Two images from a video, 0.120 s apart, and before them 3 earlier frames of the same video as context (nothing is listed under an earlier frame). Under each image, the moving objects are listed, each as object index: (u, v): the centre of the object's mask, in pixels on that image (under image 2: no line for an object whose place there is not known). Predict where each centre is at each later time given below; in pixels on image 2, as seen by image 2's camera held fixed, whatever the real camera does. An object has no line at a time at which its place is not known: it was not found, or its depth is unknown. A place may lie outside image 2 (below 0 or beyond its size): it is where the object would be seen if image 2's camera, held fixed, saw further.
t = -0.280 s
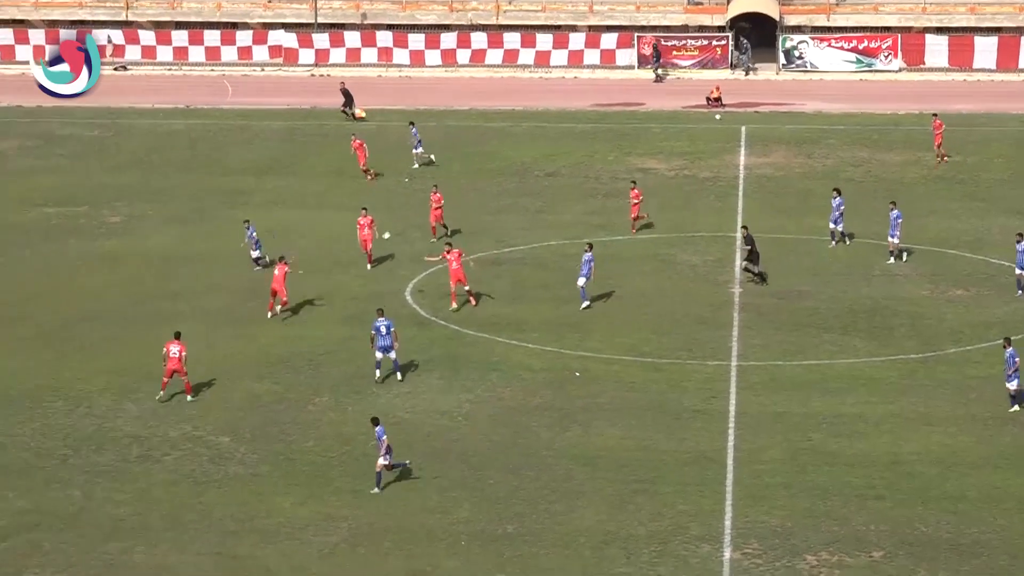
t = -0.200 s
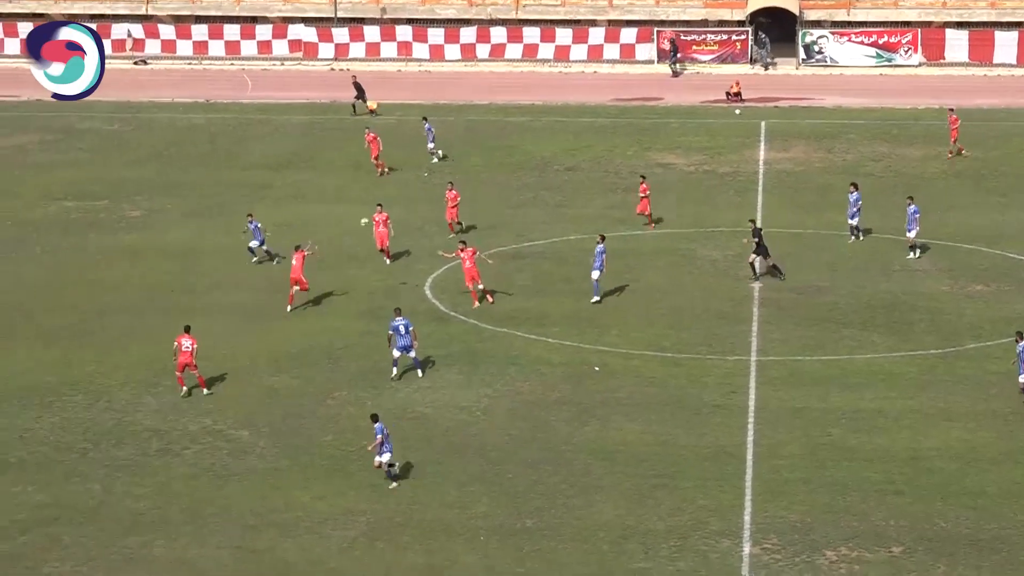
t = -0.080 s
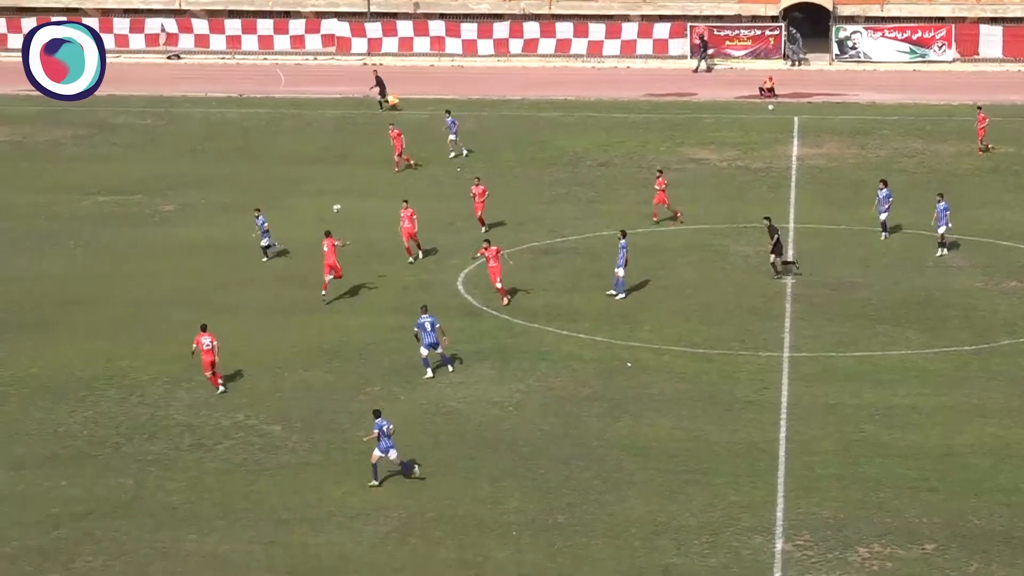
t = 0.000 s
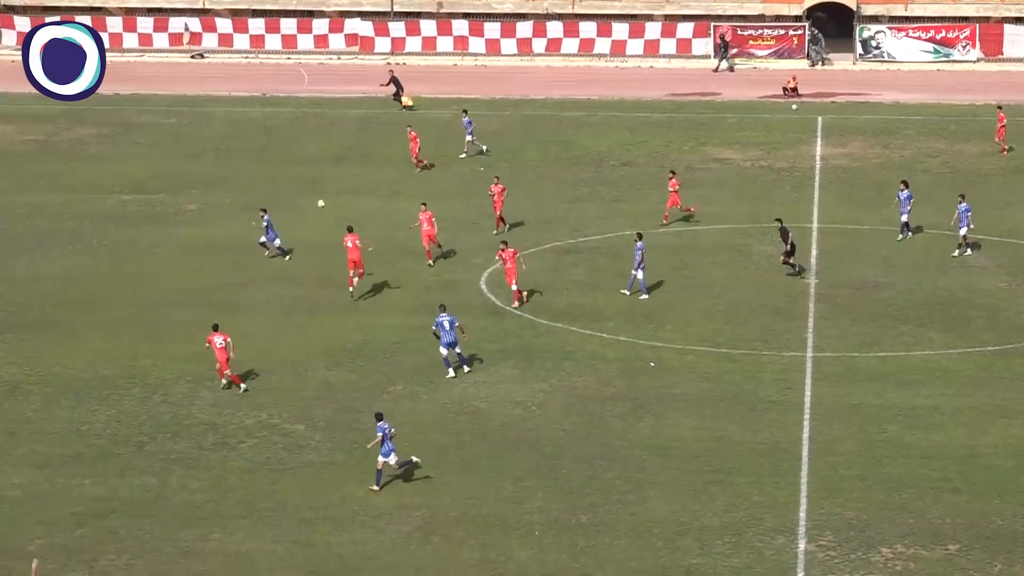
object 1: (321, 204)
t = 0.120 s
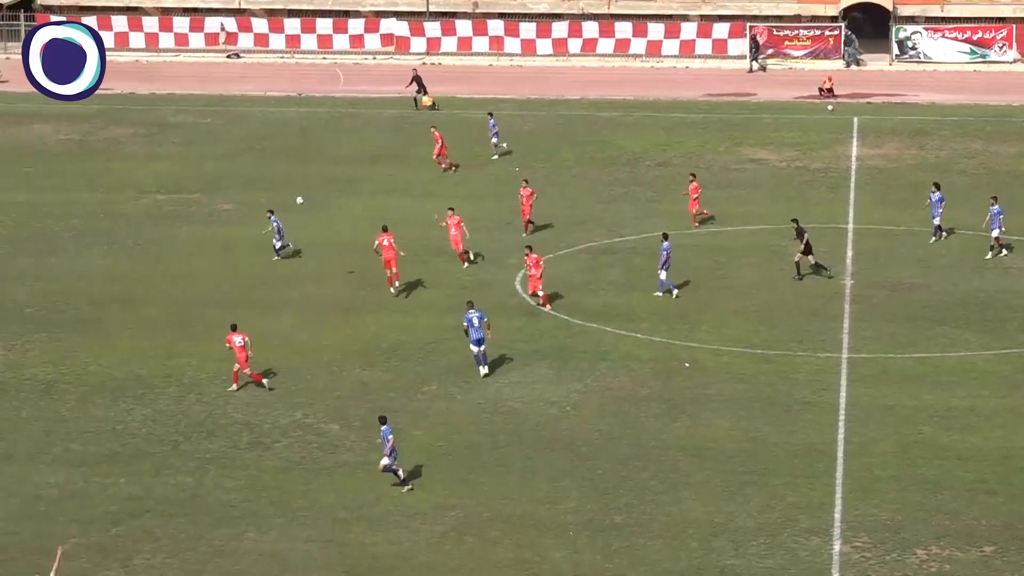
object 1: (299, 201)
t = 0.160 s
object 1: (284, 200)
